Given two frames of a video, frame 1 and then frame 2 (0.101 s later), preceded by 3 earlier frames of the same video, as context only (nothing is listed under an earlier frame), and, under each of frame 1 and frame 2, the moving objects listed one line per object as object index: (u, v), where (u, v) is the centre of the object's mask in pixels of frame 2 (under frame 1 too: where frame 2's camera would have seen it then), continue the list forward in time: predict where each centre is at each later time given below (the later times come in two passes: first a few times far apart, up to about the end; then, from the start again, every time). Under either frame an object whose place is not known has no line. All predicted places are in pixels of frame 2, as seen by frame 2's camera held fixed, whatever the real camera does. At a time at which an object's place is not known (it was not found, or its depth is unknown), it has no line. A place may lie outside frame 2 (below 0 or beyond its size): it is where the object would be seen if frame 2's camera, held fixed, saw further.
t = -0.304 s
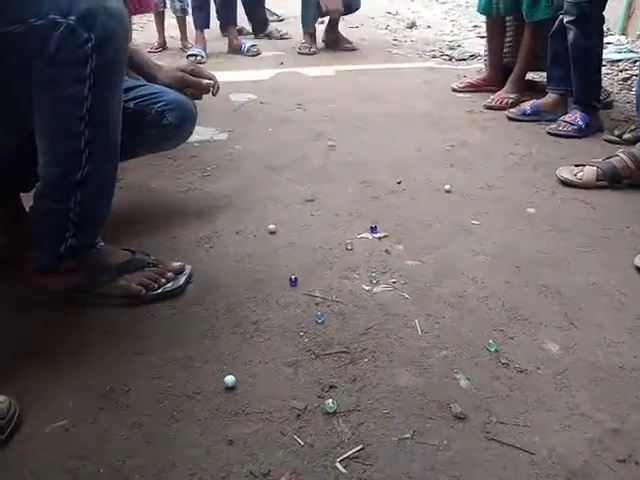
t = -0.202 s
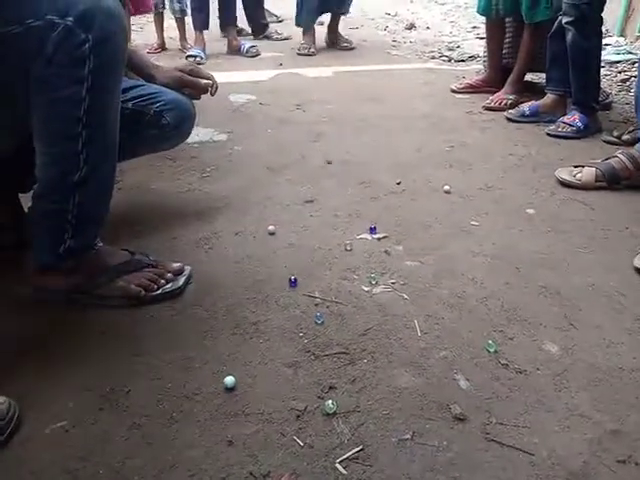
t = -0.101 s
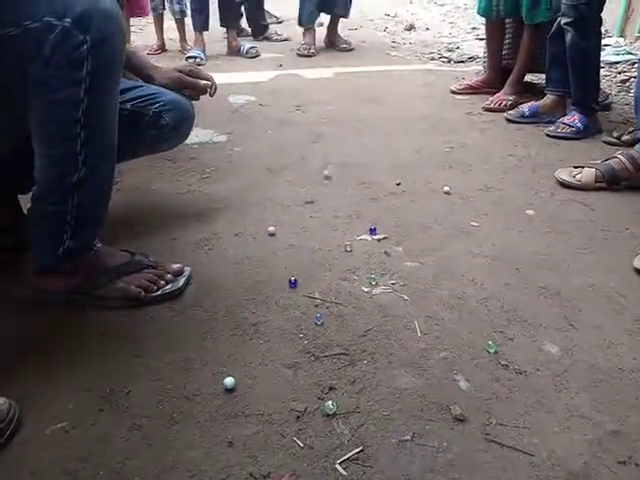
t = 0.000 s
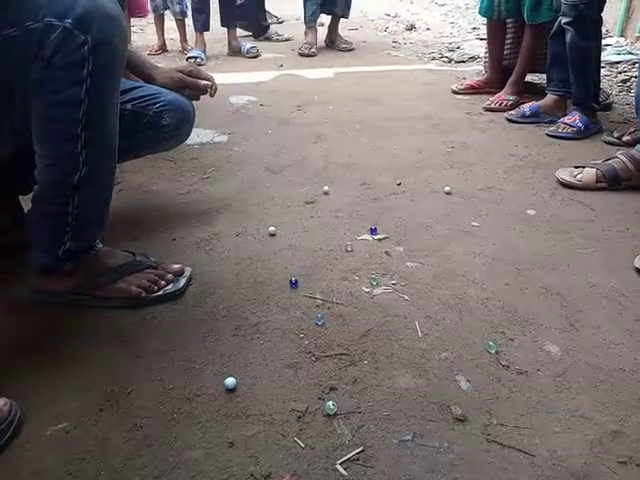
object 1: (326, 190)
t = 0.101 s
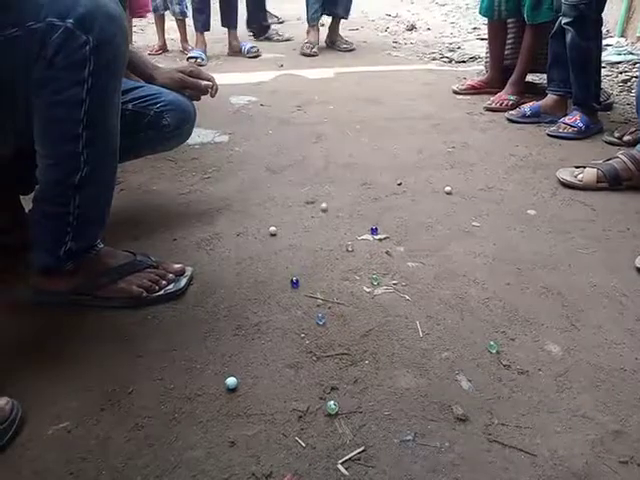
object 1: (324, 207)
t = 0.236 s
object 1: (319, 234)
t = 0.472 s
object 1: (309, 281)
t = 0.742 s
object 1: (309, 342)
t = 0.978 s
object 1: (326, 390)
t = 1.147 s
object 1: (328, 400)
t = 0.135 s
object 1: (323, 213)
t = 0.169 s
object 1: (322, 220)
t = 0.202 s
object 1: (320, 225)
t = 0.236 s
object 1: (319, 234)
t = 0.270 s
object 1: (318, 238)
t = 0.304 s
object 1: (316, 246)
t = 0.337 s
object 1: (315, 253)
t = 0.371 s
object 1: (314, 260)
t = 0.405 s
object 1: (312, 267)
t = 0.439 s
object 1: (310, 274)
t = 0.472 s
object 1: (309, 281)
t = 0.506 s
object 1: (307, 290)
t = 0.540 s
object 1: (306, 296)
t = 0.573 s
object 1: (306, 305)
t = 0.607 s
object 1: (307, 311)
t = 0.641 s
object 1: (308, 320)
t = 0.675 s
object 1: (308, 325)
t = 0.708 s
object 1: (309, 334)
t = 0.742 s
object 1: (309, 342)
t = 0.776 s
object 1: (312, 350)
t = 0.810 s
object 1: (314, 356)
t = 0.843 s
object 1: (317, 365)
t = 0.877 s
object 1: (320, 373)
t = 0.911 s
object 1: (322, 379)
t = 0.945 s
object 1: (324, 384)
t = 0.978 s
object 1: (326, 390)
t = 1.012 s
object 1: (327, 394)
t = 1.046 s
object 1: (328, 396)
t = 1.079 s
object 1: (328, 398)
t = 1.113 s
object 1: (327, 399)
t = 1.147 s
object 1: (328, 400)
